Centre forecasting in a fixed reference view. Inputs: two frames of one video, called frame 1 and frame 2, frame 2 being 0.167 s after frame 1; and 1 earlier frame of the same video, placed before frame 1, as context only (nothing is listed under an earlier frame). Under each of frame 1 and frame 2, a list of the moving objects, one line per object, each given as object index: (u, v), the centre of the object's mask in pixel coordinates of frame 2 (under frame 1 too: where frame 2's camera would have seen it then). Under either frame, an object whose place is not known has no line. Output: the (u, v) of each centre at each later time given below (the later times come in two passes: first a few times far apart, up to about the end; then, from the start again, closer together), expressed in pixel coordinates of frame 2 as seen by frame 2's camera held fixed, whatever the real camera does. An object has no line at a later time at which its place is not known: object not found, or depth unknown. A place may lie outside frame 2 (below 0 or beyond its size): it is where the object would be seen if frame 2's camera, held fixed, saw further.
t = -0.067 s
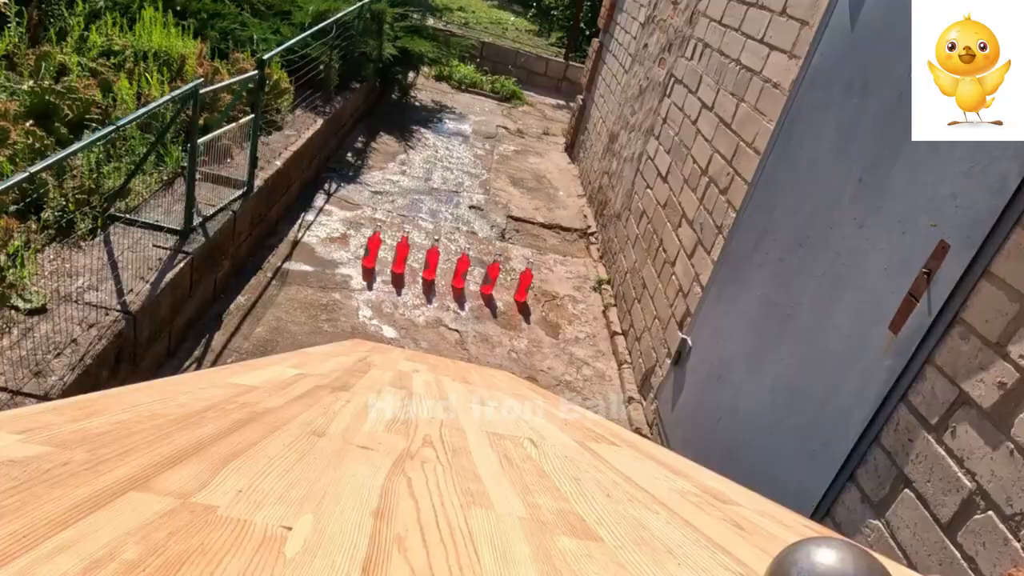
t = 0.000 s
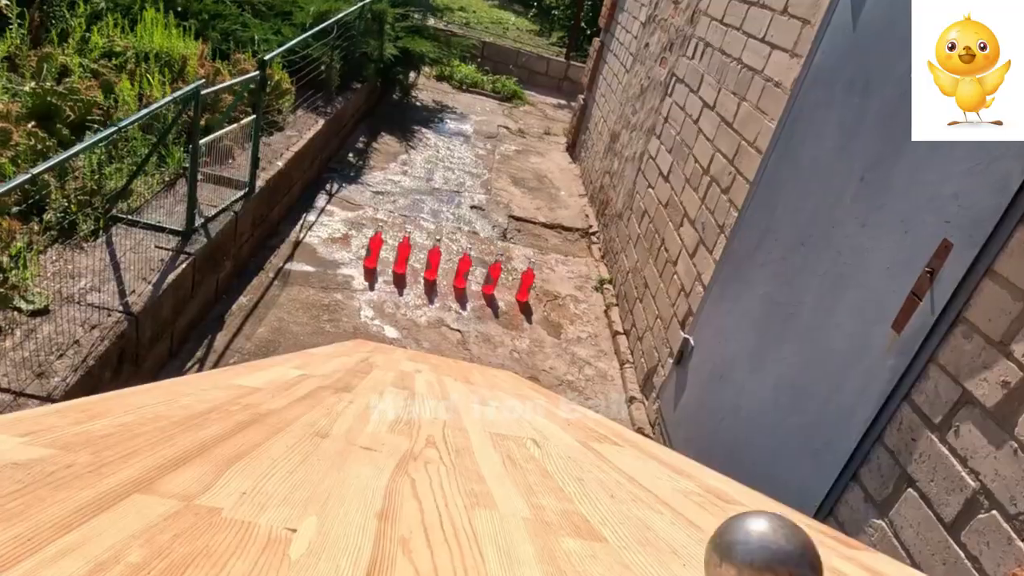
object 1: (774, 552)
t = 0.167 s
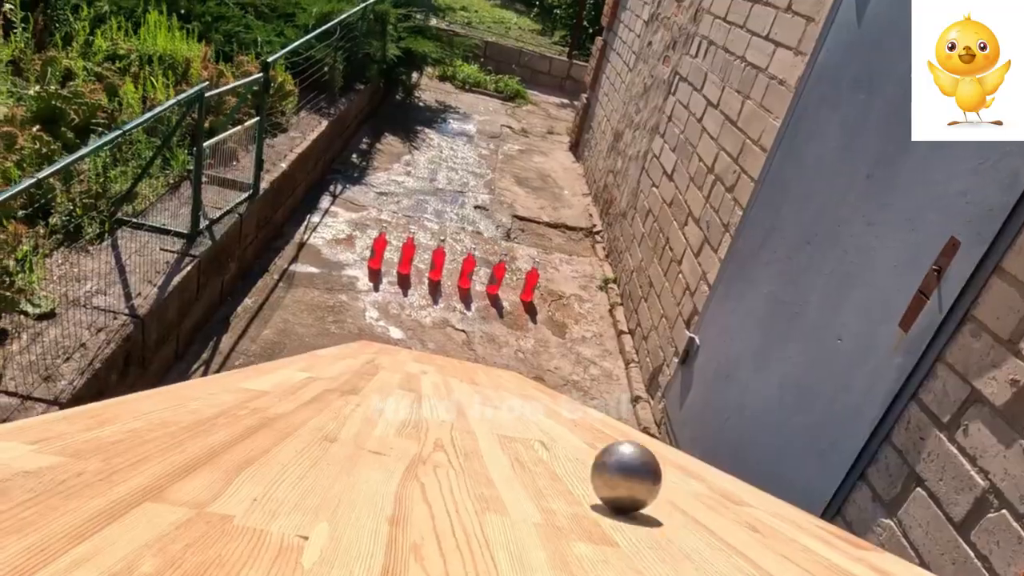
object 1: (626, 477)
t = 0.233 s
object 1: (584, 449)
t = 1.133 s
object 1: (440, 279)
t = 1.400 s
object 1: (482, 254)
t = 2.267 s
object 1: (547, 220)
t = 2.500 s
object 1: (550, 216)
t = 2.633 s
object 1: (551, 215)
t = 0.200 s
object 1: (603, 463)
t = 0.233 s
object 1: (584, 449)
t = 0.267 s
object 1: (566, 437)
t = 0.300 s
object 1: (551, 427)
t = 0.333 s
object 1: (537, 418)
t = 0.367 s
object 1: (524, 409)
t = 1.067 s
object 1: (437, 300)
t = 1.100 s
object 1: (439, 289)
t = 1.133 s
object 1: (440, 279)
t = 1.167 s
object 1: (443, 279)
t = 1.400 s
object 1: (482, 254)
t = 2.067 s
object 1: (543, 220)
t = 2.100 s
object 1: (544, 220)
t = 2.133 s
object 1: (545, 219)
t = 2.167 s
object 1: (546, 220)
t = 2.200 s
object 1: (546, 220)
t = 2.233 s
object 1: (547, 220)
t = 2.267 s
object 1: (547, 220)
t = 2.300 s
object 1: (548, 219)
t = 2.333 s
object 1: (548, 219)
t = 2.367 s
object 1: (548, 219)
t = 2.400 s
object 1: (549, 219)
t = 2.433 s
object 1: (549, 216)
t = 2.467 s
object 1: (550, 216)
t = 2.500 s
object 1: (550, 216)
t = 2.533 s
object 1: (550, 216)
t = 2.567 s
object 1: (550, 216)
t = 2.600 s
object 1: (551, 215)
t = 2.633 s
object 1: (551, 215)
